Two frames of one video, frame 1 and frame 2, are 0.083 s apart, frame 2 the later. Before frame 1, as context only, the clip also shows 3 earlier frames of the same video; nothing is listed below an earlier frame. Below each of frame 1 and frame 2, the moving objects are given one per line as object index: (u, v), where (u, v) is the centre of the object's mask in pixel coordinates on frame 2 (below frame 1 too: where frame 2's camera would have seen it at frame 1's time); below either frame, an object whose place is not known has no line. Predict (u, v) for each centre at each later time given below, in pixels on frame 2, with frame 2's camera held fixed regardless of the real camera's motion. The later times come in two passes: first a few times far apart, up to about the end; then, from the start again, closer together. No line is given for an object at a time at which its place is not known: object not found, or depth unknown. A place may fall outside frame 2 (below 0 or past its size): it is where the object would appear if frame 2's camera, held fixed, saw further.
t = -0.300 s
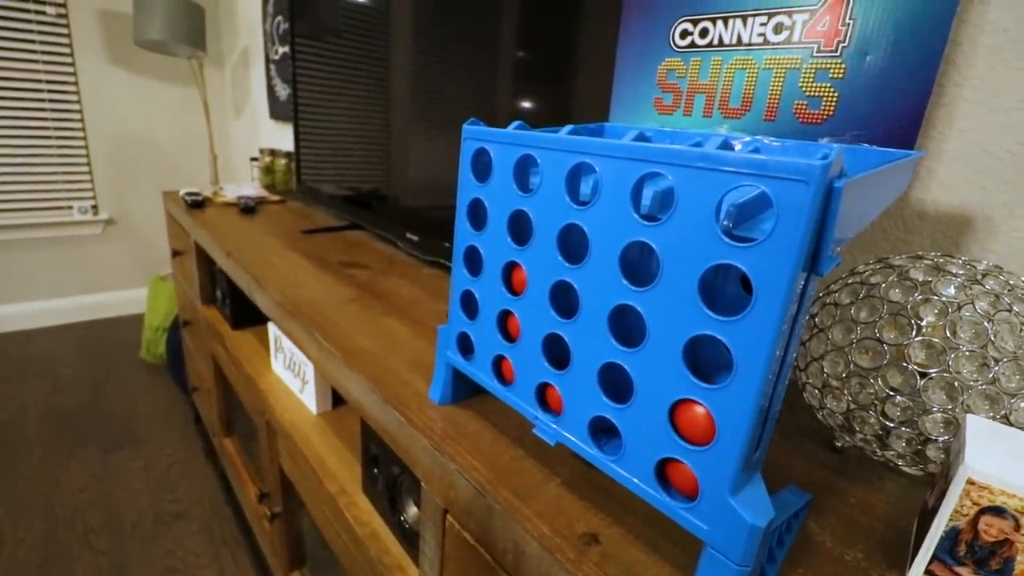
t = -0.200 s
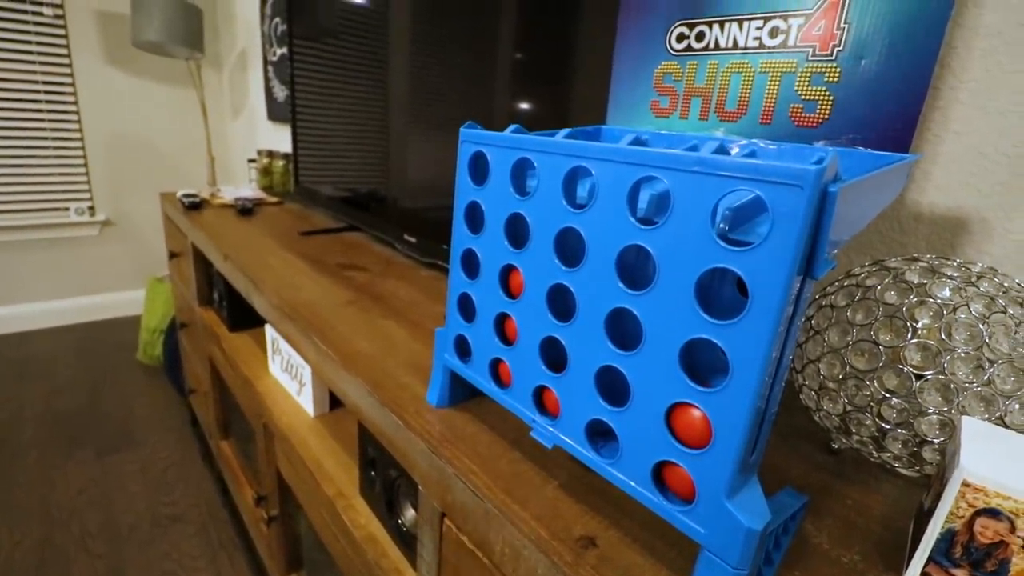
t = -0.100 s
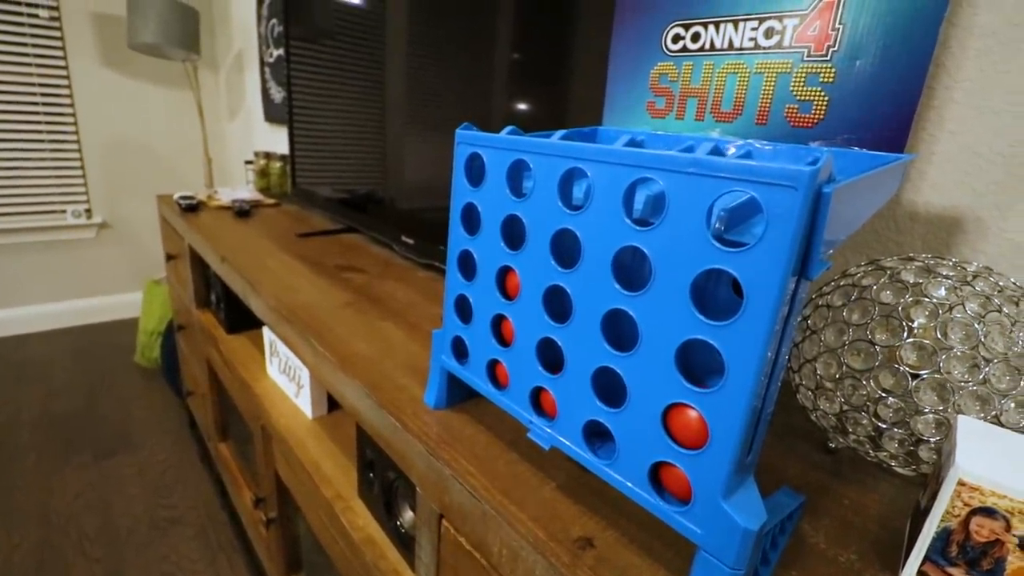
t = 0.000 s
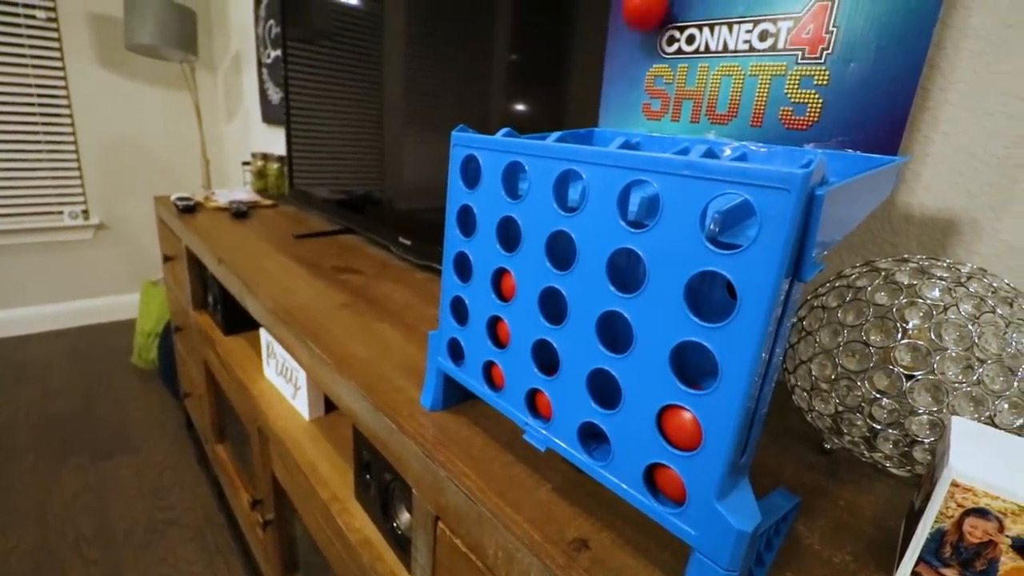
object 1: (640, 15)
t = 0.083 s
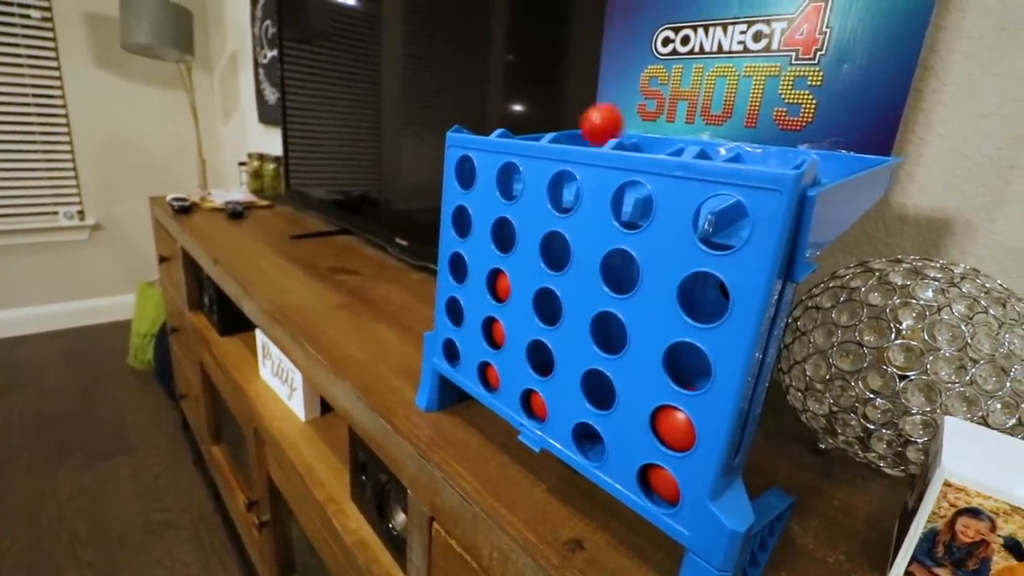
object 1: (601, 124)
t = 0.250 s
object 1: (453, 75)
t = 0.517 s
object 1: (314, 281)
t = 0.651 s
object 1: (283, 559)
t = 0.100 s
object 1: (587, 112)
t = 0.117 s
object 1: (573, 103)
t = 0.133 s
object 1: (557, 95)
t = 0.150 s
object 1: (541, 91)
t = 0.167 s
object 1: (523, 90)
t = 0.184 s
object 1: (505, 92)
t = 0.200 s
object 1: (486, 97)
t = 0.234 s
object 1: (461, 89)
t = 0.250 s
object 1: (453, 75)
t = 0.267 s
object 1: (444, 64)
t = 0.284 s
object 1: (435, 55)
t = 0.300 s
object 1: (425, 50)
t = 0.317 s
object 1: (414, 50)
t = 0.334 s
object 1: (405, 52)
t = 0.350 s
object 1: (395, 60)
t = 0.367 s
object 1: (385, 70)
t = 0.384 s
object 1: (377, 83)
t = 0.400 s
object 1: (368, 99)
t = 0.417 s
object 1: (359, 118)
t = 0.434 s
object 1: (352, 139)
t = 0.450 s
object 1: (342, 164)
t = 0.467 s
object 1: (335, 189)
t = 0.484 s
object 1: (327, 216)
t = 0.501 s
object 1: (320, 249)
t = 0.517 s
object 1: (314, 281)
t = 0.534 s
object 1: (308, 317)
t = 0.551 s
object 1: (304, 348)
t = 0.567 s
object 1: (300, 386)
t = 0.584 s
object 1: (294, 424)
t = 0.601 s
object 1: (292, 458)
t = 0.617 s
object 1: (288, 494)
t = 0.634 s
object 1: (285, 528)
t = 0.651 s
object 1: (283, 559)
